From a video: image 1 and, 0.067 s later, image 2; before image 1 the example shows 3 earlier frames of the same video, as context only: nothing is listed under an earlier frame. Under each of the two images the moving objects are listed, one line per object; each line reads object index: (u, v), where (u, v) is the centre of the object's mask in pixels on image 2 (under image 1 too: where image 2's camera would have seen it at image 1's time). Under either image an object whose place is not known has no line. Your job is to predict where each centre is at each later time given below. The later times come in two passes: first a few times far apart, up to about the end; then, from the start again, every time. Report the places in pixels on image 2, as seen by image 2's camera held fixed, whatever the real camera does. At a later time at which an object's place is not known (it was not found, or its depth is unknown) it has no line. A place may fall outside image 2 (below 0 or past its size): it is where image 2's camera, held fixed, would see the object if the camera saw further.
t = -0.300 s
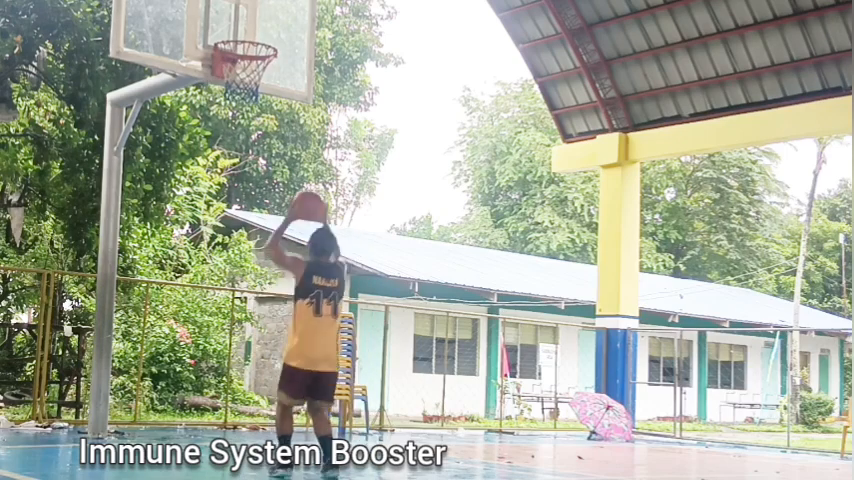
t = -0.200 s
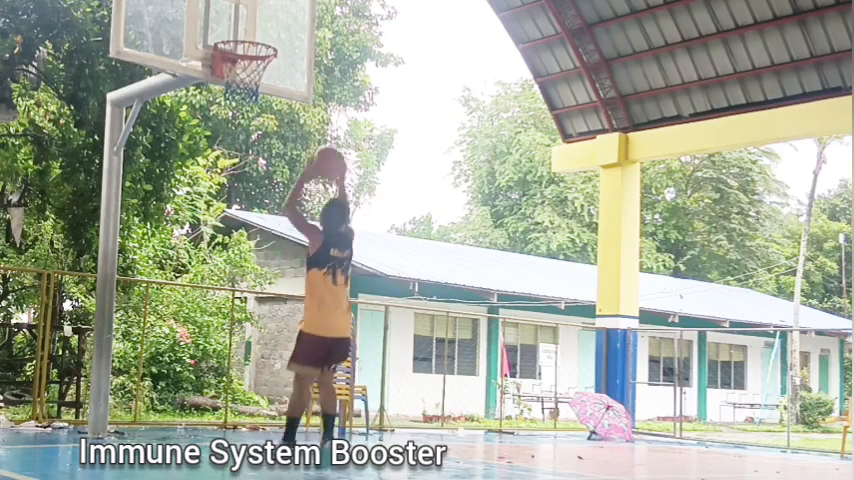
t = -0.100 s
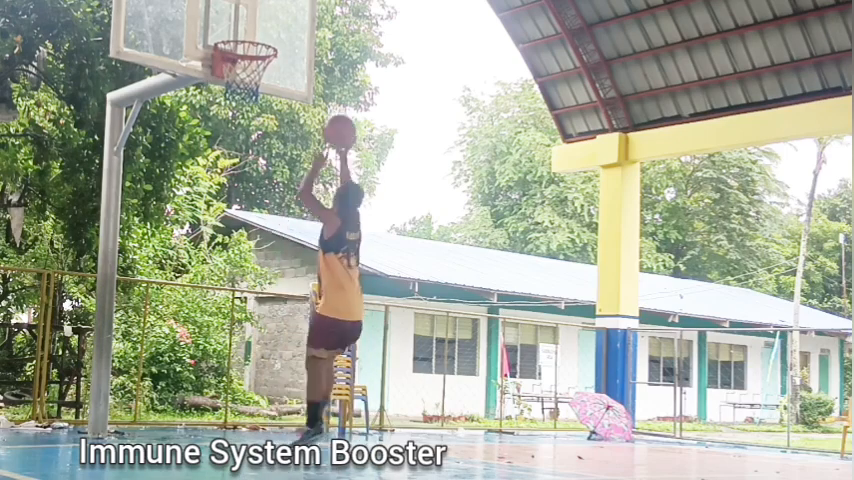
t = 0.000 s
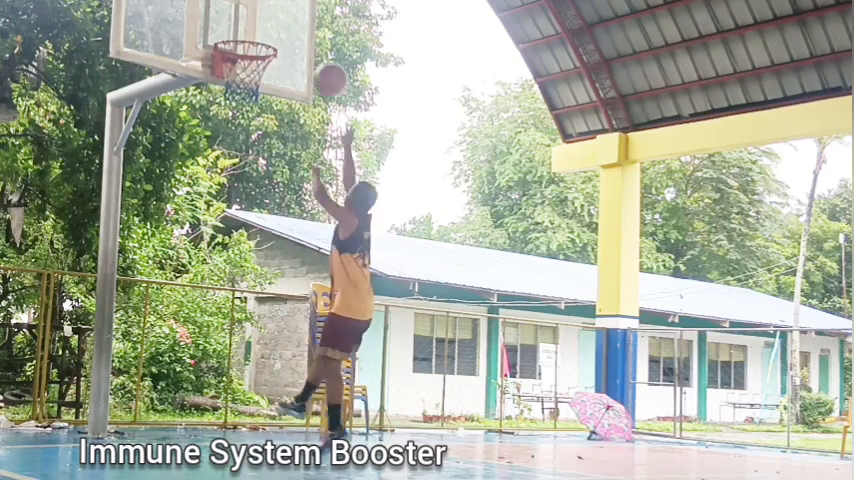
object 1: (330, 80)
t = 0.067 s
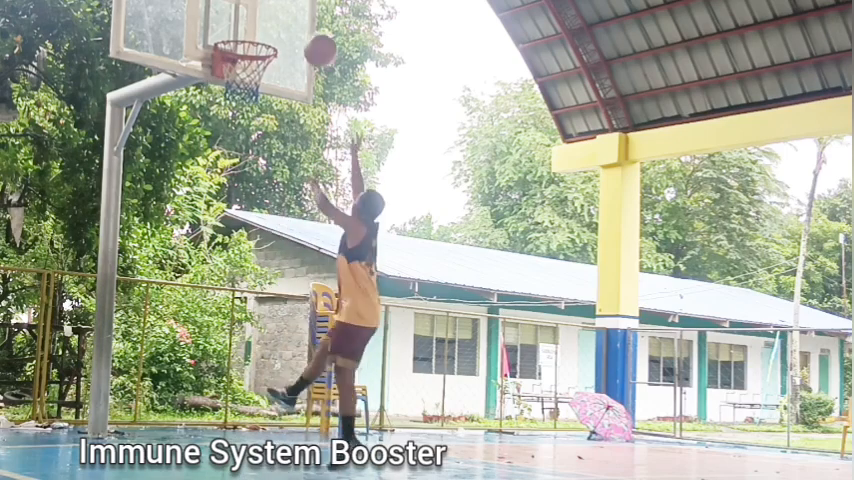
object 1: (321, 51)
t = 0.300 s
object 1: (287, 8)
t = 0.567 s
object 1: (249, 35)
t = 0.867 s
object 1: (249, 66)
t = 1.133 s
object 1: (240, 115)
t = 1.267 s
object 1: (233, 168)
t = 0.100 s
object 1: (316, 39)
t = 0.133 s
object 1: (311, 29)
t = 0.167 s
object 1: (306, 20)
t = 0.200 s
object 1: (302, 14)
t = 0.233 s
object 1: (297, 11)
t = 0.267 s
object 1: (292, 9)
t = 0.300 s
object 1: (287, 8)
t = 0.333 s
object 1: (282, 7)
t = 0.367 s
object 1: (277, 8)
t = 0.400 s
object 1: (272, 8)
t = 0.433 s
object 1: (268, 10)
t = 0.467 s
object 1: (263, 13)
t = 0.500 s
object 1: (258, 18)
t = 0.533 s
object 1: (254, 26)
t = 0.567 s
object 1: (249, 35)
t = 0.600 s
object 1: (244, 45)
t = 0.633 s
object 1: (242, 51)
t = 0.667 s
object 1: (245, 54)
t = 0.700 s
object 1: (247, 59)
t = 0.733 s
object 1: (249, 63)
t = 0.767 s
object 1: (250, 66)
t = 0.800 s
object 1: (250, 67)
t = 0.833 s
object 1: (249, 67)
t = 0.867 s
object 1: (249, 66)
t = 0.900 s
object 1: (248, 70)
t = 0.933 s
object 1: (247, 73)
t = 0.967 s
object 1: (247, 77)
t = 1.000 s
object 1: (247, 83)
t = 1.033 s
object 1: (245, 89)
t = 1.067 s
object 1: (244, 97)
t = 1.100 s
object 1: (242, 106)
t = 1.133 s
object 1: (240, 115)
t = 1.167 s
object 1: (239, 128)
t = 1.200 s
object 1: (237, 139)
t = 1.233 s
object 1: (235, 152)
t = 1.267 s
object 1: (233, 168)
